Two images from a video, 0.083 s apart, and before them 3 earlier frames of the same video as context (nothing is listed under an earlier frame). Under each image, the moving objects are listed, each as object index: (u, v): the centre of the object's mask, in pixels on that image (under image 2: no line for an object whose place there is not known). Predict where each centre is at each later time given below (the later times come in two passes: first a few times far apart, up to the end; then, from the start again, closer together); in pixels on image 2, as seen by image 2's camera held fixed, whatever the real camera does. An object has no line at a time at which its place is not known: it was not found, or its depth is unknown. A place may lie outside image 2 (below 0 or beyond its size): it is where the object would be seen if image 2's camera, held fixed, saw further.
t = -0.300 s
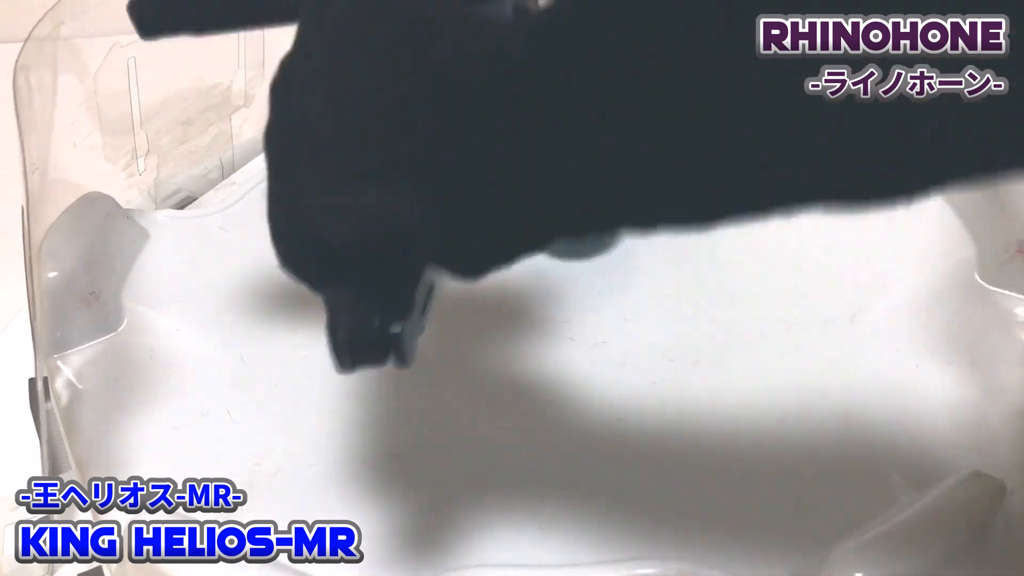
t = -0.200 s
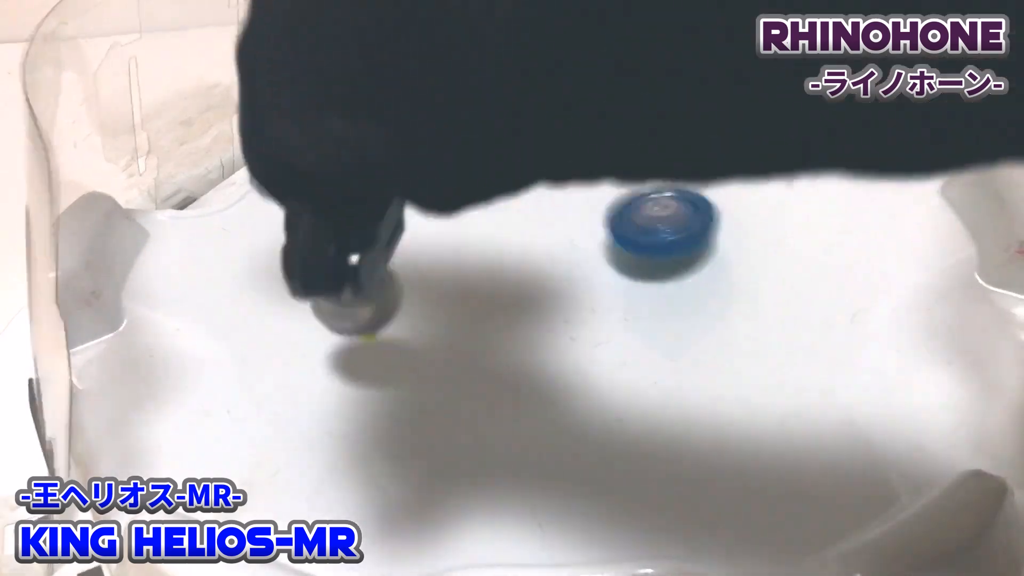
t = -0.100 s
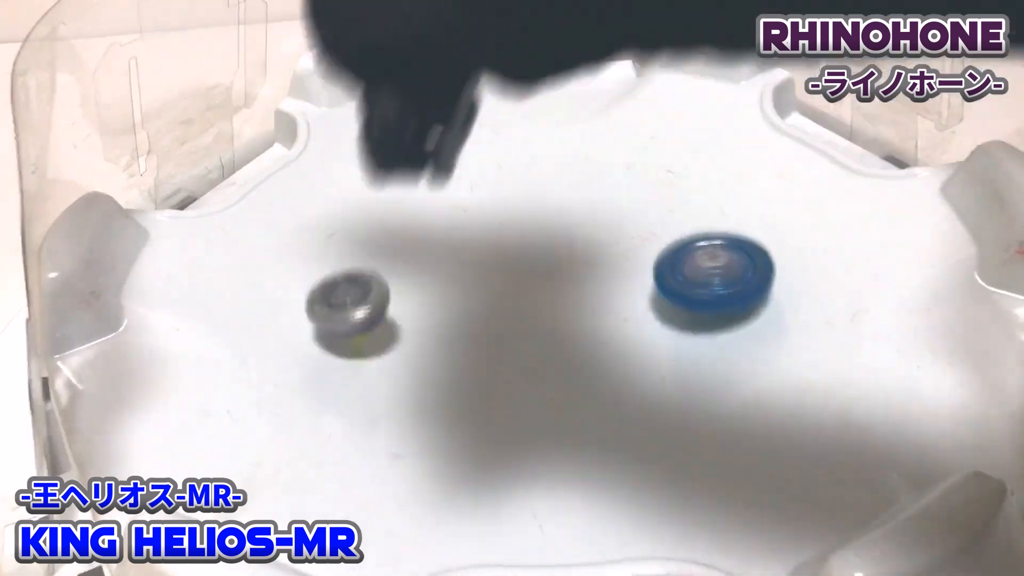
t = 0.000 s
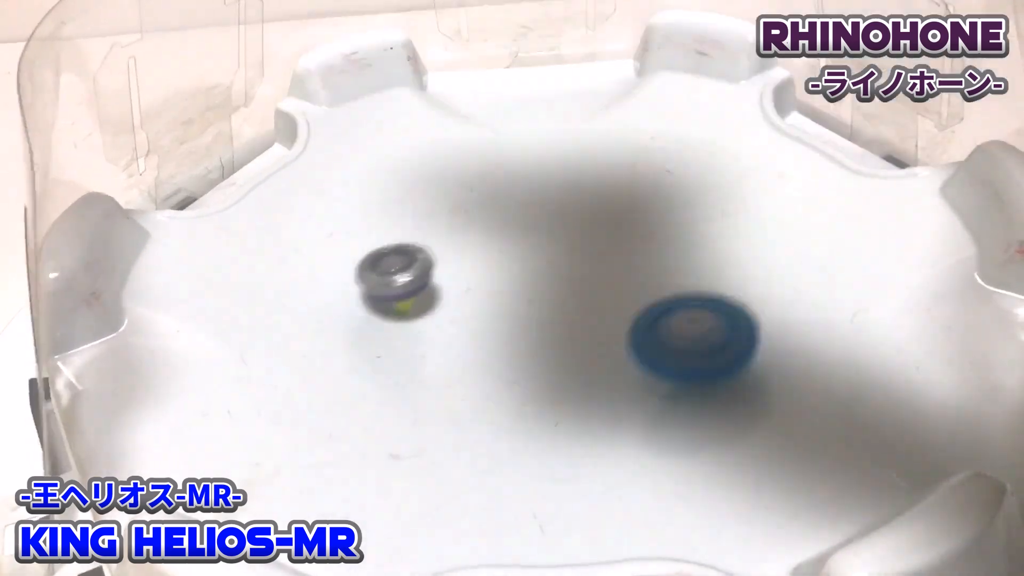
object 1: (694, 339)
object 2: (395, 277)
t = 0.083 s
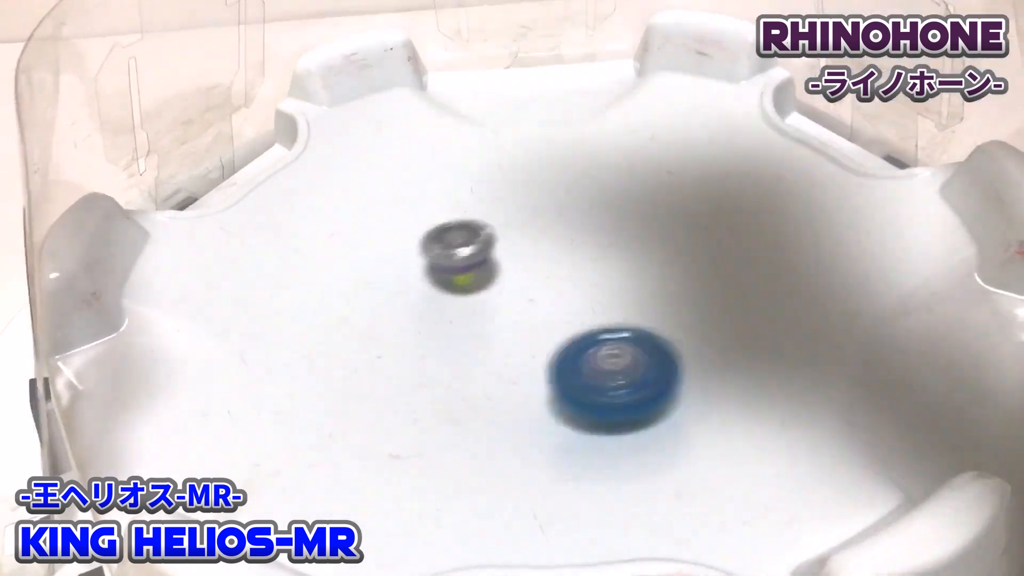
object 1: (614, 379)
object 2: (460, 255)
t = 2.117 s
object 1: (520, 263)
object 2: (618, 242)
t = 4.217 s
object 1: (403, 288)
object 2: (603, 48)
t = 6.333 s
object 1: (654, 268)
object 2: (408, 410)
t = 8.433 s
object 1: (551, 260)
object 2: (529, 404)
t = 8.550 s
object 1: (538, 272)
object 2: (586, 373)
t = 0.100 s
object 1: (595, 380)
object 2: (473, 251)
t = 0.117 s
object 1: (573, 382)
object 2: (486, 248)
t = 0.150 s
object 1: (531, 378)
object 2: (512, 241)
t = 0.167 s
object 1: (512, 374)
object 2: (525, 241)
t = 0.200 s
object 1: (478, 362)
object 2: (550, 229)
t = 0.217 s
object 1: (464, 353)
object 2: (562, 229)
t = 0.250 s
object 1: (446, 335)
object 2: (587, 231)
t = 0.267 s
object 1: (440, 325)
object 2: (598, 231)
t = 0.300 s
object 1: (434, 304)
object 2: (615, 231)
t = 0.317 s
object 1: (434, 293)
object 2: (623, 232)
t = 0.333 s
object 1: (438, 282)
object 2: (632, 237)
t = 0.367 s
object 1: (450, 262)
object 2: (642, 241)
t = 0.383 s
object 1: (458, 251)
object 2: (646, 245)
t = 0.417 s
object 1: (479, 233)
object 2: (649, 250)
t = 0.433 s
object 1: (492, 225)
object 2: (648, 253)
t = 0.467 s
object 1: (518, 213)
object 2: (644, 259)
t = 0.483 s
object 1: (531, 209)
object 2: (639, 261)
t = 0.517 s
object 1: (557, 205)
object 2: (627, 265)
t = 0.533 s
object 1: (569, 204)
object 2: (620, 271)
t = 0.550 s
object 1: (581, 204)
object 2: (612, 267)
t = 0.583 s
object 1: (607, 204)
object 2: (595, 268)
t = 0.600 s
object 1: (620, 209)
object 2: (584, 267)
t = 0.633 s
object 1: (638, 223)
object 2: (561, 268)
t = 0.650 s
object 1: (646, 231)
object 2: (551, 267)
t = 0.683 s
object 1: (660, 245)
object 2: (528, 267)
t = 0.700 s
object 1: (665, 253)
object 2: (516, 267)
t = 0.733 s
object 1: (671, 271)
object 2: (494, 268)
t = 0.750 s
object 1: (670, 280)
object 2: (484, 269)
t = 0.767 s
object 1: (668, 289)
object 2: (475, 271)
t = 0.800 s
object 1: (660, 305)
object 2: (457, 276)
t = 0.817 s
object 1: (654, 313)
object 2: (451, 278)
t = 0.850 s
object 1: (636, 327)
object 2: (440, 285)
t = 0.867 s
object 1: (625, 334)
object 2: (437, 288)
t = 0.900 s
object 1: (598, 343)
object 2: (432, 296)
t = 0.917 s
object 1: (584, 346)
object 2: (433, 300)
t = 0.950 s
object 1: (555, 348)
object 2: (436, 311)
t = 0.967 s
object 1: (541, 348)
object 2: (439, 317)
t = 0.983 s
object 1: (533, 347)
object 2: (435, 320)
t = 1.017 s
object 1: (528, 343)
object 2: (401, 312)
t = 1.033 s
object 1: (526, 341)
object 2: (387, 311)
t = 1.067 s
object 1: (520, 333)
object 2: (365, 306)
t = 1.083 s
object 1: (517, 330)
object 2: (358, 304)
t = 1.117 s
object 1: (512, 323)
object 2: (348, 304)
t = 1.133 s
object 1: (509, 318)
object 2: (345, 304)
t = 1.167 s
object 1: (503, 309)
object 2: (344, 307)
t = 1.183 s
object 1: (501, 303)
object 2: (346, 310)
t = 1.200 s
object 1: (500, 298)
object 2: (349, 313)
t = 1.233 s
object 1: (502, 286)
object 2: (358, 320)
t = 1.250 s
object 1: (504, 281)
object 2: (365, 325)
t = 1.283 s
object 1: (513, 271)
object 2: (382, 334)
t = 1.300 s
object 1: (519, 267)
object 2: (392, 339)
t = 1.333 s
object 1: (532, 260)
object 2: (416, 349)
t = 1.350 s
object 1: (540, 257)
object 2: (431, 354)
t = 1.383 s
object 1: (557, 254)
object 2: (464, 364)
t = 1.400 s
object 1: (565, 254)
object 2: (482, 365)
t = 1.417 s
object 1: (574, 254)
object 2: (501, 366)
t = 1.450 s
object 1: (589, 258)
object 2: (540, 366)
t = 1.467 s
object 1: (596, 262)
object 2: (558, 362)
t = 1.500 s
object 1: (607, 270)
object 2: (591, 353)
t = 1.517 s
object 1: (612, 272)
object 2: (606, 349)
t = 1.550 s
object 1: (613, 276)
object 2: (630, 336)
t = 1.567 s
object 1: (610, 274)
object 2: (639, 322)
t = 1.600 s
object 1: (606, 276)
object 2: (655, 322)
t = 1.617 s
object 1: (605, 279)
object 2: (663, 327)
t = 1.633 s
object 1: (605, 283)
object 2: (671, 337)
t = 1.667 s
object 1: (602, 289)
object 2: (687, 373)
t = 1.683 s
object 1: (599, 292)
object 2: (692, 375)
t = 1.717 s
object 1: (592, 298)
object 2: (694, 377)
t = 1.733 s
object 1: (587, 301)
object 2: (694, 384)
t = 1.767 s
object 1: (578, 308)
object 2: (690, 385)
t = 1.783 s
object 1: (572, 310)
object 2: (687, 385)
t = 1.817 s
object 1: (559, 315)
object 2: (679, 380)
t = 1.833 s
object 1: (551, 316)
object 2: (676, 377)
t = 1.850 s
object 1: (544, 316)
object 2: (672, 372)
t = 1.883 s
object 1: (530, 315)
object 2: (665, 361)
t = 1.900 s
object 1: (524, 313)
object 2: (662, 354)
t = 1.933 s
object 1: (514, 307)
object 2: (655, 340)
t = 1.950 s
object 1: (510, 303)
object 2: (652, 332)
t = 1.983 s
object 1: (506, 295)
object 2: (646, 313)
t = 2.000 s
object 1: (506, 290)
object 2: (642, 303)
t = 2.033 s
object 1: (509, 281)
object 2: (633, 284)
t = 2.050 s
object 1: (511, 277)
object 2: (626, 275)
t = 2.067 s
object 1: (516, 272)
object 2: (619, 267)
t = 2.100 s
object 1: (519, 266)
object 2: (616, 254)
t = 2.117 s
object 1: (520, 263)
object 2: (618, 242)
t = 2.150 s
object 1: (527, 261)
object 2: (617, 228)
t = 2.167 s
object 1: (532, 259)
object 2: (615, 223)
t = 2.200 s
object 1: (539, 261)
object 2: (619, 214)
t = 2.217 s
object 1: (543, 263)
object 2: (621, 203)
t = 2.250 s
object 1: (553, 268)
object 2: (620, 194)
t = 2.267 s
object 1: (557, 270)
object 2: (616, 191)
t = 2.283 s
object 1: (560, 274)
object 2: (612, 187)
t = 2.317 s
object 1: (563, 281)
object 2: (601, 188)
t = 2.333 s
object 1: (564, 284)
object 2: (593, 188)
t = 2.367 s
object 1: (560, 291)
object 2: (575, 190)
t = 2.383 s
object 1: (557, 294)
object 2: (565, 191)
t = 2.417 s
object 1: (550, 298)
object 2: (545, 198)
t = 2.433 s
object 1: (547, 299)
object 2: (535, 202)
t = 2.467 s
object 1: (541, 301)
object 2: (514, 211)
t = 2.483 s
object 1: (539, 301)
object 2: (505, 221)
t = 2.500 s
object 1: (538, 301)
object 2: (495, 227)
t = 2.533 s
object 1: (534, 301)
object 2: (475, 239)
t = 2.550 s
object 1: (532, 301)
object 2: (467, 244)
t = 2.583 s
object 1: (531, 303)
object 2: (448, 256)
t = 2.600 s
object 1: (530, 304)
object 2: (439, 259)
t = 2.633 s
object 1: (526, 305)
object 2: (422, 264)
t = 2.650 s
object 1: (523, 305)
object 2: (417, 268)
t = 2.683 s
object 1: (519, 303)
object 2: (410, 280)
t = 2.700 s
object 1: (517, 302)
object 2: (410, 287)
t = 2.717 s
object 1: (515, 301)
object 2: (410, 295)
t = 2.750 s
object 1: (512, 298)
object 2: (418, 312)
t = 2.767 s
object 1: (512, 297)
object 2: (424, 320)
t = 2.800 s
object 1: (515, 293)
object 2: (441, 335)
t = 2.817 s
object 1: (517, 291)
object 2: (452, 341)
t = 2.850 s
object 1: (519, 287)
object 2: (478, 351)
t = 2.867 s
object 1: (519, 286)
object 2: (494, 355)
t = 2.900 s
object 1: (519, 285)
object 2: (525, 359)
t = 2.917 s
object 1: (520, 286)
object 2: (541, 360)
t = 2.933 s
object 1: (521, 288)
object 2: (557, 359)
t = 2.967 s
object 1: (523, 292)
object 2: (586, 351)
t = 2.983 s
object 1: (524, 294)
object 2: (599, 347)
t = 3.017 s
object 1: (527, 296)
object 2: (621, 343)
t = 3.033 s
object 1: (528, 296)
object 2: (630, 339)
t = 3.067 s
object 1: (530, 297)
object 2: (642, 329)
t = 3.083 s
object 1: (531, 299)
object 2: (647, 323)
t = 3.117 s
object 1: (530, 300)
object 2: (653, 311)
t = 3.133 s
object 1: (529, 301)
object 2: (655, 305)
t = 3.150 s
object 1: (527, 302)
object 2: (657, 298)
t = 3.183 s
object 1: (524, 302)
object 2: (659, 276)
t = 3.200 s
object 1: (522, 302)
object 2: (657, 268)
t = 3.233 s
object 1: (520, 302)
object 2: (650, 256)
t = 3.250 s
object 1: (519, 302)
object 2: (646, 254)
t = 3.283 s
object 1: (517, 302)
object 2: (635, 246)
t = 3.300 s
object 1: (516, 302)
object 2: (627, 242)
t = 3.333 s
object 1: (515, 301)
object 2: (612, 241)
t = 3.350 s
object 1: (516, 301)
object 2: (604, 240)
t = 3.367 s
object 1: (516, 301)
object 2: (595, 240)
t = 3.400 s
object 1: (513, 301)
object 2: (581, 241)
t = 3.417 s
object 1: (507, 303)
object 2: (586, 234)
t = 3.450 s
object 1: (498, 306)
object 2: (595, 224)
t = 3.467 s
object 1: (495, 307)
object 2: (597, 222)
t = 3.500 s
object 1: (493, 306)
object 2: (600, 218)
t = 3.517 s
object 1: (493, 305)
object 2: (600, 216)
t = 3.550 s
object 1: (494, 303)
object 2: (598, 216)
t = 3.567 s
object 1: (495, 301)
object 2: (596, 214)
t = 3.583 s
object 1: (497, 300)
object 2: (594, 213)
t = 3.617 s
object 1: (500, 297)
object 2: (587, 214)
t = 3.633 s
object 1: (501, 295)
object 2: (583, 214)
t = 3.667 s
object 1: (505, 294)
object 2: (573, 214)
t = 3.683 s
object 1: (508, 294)
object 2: (567, 215)
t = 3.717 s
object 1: (514, 294)
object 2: (555, 216)
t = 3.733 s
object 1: (516, 294)
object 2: (549, 219)
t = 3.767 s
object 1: (512, 306)
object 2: (549, 192)
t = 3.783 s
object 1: (506, 319)
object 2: (556, 161)
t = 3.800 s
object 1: (501, 333)
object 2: (563, 136)
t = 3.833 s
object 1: (491, 354)
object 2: (575, 91)
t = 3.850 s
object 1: (484, 360)
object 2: (581, 72)
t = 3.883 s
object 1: (471, 370)
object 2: (591, 40)
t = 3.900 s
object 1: (464, 373)
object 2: (595, 40)
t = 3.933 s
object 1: (447, 374)
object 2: (603, 42)
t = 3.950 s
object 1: (438, 373)
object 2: (607, 42)
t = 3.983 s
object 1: (421, 367)
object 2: (616, 43)
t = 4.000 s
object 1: (413, 364)
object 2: (615, 45)
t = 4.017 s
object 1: (406, 359)
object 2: (615, 48)
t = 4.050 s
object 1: (393, 348)
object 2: (615, 50)
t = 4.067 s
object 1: (389, 341)
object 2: (616, 51)
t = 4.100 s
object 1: (383, 329)
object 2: (616, 50)
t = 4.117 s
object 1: (383, 322)
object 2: (615, 50)
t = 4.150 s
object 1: (385, 310)
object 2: (611, 50)
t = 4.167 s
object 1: (387, 304)
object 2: (608, 50)
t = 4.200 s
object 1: (397, 293)
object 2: (604, 49)
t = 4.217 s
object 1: (403, 288)
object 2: (603, 48)
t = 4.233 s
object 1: (411, 283)
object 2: (603, 48)
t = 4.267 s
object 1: (428, 276)
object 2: (605, 48)
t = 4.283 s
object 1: (438, 273)
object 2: (607, 48)
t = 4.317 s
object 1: (459, 271)
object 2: (612, 50)
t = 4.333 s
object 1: (470, 270)
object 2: (616, 52)
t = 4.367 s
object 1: (492, 271)
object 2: (620, 52)
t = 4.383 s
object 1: (502, 273)
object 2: (620, 52)
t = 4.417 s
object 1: (522, 278)
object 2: (621, 52)
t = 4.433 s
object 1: (531, 282)
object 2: (620, 51)
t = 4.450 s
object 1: (540, 285)
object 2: (619, 51)
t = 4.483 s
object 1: (554, 294)
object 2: (616, 49)
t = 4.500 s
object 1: (560, 300)
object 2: (614, 48)
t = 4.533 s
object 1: (569, 310)
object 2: (612, 47)
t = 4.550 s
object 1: (572, 316)
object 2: (613, 47)
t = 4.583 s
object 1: (575, 327)
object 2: (613, 48)
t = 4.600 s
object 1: (575, 332)
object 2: (613, 49)
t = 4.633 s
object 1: (572, 343)
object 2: (615, 51)
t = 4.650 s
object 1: (569, 348)
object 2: (615, 52)
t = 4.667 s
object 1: (564, 352)
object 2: (615, 53)
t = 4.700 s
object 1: (553, 359)
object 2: (613, 54)
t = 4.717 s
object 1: (547, 362)
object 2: (611, 54)
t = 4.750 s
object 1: (532, 365)
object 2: (608, 55)
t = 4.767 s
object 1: (525, 366)
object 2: (607, 56)
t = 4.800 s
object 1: (510, 365)
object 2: (606, 58)
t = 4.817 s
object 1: (504, 364)
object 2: (606, 60)
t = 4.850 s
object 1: (493, 361)
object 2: (604, 64)
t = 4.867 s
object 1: (489, 358)
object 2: (603, 66)
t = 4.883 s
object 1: (485, 355)
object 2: (602, 69)
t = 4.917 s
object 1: (480, 349)
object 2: (598, 73)
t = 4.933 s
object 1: (479, 346)
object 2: (595, 76)
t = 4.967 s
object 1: (479, 339)
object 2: (587, 80)
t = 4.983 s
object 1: (480, 335)
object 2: (583, 83)
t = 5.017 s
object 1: (484, 329)
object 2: (575, 88)
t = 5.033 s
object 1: (487, 326)
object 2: (571, 90)
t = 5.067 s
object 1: (495, 321)
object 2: (564, 97)
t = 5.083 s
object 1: (499, 318)
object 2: (560, 102)
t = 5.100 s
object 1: (504, 316)
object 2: (556, 109)
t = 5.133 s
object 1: (515, 312)
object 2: (549, 123)
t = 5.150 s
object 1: (522, 311)
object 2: (545, 131)
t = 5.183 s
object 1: (535, 308)
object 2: (537, 148)
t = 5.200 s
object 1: (542, 307)
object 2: (532, 158)
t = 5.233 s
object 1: (555, 306)
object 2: (520, 178)
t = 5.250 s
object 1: (561, 307)
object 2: (514, 189)
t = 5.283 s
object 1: (572, 308)
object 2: (502, 212)
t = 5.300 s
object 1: (578, 309)
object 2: (495, 222)
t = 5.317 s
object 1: (583, 311)
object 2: (489, 234)
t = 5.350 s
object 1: (591, 315)
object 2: (477, 255)
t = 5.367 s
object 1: (594, 318)
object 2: (471, 266)
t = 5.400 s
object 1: (600, 323)
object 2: (460, 286)
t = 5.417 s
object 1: (601, 326)
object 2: (455, 294)
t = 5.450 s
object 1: (602, 331)
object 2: (449, 310)
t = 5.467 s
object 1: (602, 333)
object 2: (447, 318)
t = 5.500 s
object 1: (599, 337)
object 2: (446, 329)
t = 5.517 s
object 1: (597, 339)
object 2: (447, 335)
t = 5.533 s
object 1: (594, 340)
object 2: (449, 340)
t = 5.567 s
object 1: (588, 343)
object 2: (455, 348)
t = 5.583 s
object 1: (585, 343)
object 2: (460, 353)
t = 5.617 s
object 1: (578, 344)
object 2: (471, 358)
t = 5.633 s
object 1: (576, 344)
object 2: (477, 360)
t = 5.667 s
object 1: (577, 339)
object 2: (474, 369)
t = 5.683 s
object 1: (582, 335)
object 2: (463, 376)
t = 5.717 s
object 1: (590, 327)
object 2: (444, 385)
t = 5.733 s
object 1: (593, 324)
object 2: (437, 388)
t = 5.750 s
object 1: (596, 322)
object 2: (431, 392)
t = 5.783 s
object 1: (600, 318)
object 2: (424, 395)
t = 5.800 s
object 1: (602, 317)
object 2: (423, 396)
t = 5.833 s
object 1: (606, 314)
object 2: (425, 397)
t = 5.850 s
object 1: (608, 314)
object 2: (428, 398)
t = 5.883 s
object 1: (612, 313)
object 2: (436, 398)
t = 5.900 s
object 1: (614, 313)
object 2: (442, 396)
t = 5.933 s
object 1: (617, 313)
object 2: (455, 394)
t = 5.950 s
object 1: (618, 314)
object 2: (462, 393)
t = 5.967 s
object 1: (620, 314)
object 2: (470, 391)
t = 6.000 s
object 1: (622, 314)
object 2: (486, 387)
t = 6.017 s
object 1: (623, 314)
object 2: (494, 385)
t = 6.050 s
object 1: (624, 314)
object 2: (511, 382)
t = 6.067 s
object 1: (625, 314)
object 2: (520, 379)
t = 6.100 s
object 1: (625, 315)
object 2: (535, 371)
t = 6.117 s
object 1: (626, 314)
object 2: (540, 369)
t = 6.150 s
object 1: (627, 313)
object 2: (550, 361)
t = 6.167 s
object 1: (628, 312)
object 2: (554, 356)
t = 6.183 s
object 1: (629, 310)
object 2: (553, 357)
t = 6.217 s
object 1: (637, 296)
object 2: (513, 374)
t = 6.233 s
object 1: (641, 289)
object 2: (494, 382)
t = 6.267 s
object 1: (646, 279)
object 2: (459, 395)
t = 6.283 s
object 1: (648, 274)
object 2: (444, 399)
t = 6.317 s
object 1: (652, 269)
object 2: (419, 407)
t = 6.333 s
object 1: (654, 268)
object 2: (408, 410)
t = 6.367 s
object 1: (659, 267)
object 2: (392, 414)
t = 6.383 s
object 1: (662, 267)
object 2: (386, 416)
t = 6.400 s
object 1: (664, 267)
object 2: (380, 417)
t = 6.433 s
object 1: (669, 269)
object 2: (373, 418)
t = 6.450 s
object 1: (670, 271)
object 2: (371, 418)
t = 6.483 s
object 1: (672, 273)
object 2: (369, 416)
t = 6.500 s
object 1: (672, 275)
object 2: (369, 414)
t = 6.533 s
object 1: (671, 277)
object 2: (372, 411)
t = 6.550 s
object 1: (670, 279)
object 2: (374, 408)
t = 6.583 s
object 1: (667, 281)
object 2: (380, 403)
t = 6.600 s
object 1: (665, 282)
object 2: (384, 399)
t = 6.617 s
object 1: (663, 283)
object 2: (389, 395)
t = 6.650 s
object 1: (657, 284)
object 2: (398, 387)
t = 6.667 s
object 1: (655, 284)
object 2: (404, 383)
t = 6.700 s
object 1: (648, 284)
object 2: (415, 374)
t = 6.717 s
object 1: (645, 284)
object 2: (420, 370)
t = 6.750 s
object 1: (637, 284)
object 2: (432, 360)
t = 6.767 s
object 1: (633, 283)
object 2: (438, 356)
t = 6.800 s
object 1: (625, 283)
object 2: (449, 345)
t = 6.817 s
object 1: (621, 282)
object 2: (454, 340)
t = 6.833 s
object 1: (618, 282)
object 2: (458, 335)
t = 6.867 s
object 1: (610, 280)
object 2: (466, 324)
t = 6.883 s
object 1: (607, 279)
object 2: (470, 318)
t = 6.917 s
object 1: (600, 277)
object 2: (475, 308)
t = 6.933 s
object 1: (598, 275)
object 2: (478, 302)
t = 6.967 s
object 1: (593, 272)
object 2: (483, 293)
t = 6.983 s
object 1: (591, 270)
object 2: (486, 288)
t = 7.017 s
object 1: (588, 266)
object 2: (491, 281)
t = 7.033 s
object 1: (587, 265)
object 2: (494, 278)
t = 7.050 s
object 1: (587, 263)
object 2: (493, 274)
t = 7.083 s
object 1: (593, 257)
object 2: (480, 270)
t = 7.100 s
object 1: (594, 254)
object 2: (474, 268)
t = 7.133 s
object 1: (596, 249)
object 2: (464, 263)
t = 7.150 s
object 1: (597, 248)
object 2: (460, 260)
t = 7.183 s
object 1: (596, 246)
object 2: (455, 256)
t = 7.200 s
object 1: (596, 245)
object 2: (453, 254)
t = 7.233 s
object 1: (596, 245)
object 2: (450, 251)
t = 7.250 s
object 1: (595, 245)
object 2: (450, 251)
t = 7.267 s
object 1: (595, 245)
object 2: (450, 250)
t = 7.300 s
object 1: (593, 245)
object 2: (451, 249)
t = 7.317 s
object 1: (593, 246)
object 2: (452, 248)
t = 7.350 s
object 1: (590, 246)
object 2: (455, 249)
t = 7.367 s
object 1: (589, 247)
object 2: (457, 249)
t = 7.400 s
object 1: (586, 248)
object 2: (462, 251)
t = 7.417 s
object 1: (585, 248)
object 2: (465, 252)
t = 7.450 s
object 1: (580, 249)
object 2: (471, 254)
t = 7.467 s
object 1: (578, 250)
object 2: (474, 256)
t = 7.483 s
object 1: (576, 250)
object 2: (478, 256)
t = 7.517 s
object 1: (575, 250)
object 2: (478, 260)
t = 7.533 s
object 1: (584, 247)
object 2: (452, 261)
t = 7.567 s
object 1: (599, 243)
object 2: (402, 269)
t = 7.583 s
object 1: (604, 243)
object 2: (379, 269)
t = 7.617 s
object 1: (609, 243)
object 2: (339, 274)
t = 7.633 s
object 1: (610, 244)
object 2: (320, 275)
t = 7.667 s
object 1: (608, 249)
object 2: (290, 279)
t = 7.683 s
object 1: (607, 251)
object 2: (279, 280)
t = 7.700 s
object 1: (604, 253)
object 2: (270, 281)
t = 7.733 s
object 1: (599, 258)
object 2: (259, 284)
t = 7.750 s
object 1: (596, 261)
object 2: (257, 285)
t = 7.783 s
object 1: (588, 265)
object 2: (259, 288)
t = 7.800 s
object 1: (584, 267)
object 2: (264, 289)
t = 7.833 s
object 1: (576, 271)
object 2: (277, 291)
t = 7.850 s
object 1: (572, 272)
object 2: (286, 295)
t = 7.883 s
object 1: (564, 274)
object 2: (309, 297)
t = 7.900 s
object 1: (560, 275)
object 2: (322, 295)
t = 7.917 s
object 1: (556, 275)
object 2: (336, 300)
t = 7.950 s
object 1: (549, 275)
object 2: (365, 302)
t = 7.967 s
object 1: (546, 275)
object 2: (381, 303)
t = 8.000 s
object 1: (539, 274)
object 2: (415, 305)
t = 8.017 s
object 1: (536, 273)
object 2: (433, 305)
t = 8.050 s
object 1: (534, 269)
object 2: (467, 308)
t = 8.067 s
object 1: (535, 262)
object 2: (466, 311)
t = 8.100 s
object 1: (542, 249)
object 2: (456, 337)
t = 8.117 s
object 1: (545, 244)
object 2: (452, 356)
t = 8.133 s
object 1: (549, 240)
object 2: (448, 365)
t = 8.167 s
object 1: (551, 236)
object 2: (443, 385)
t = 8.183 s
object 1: (552, 235)
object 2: (442, 391)
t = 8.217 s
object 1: (553, 236)
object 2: (442, 408)
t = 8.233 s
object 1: (554, 237)
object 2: (444, 413)
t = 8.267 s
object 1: (555, 239)
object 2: (452, 420)
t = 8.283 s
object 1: (556, 241)
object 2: (458, 420)
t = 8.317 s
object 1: (556, 245)
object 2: (471, 422)
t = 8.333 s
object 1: (556, 247)
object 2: (478, 418)
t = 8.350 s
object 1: (556, 249)
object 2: (486, 419)
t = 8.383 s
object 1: (554, 253)
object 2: (503, 413)
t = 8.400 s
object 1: (554, 255)
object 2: (512, 411)
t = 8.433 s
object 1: (551, 260)
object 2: (529, 404)
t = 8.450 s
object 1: (549, 262)
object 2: (537, 403)
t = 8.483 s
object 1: (546, 265)
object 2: (555, 391)
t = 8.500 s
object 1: (544, 267)
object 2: (564, 387)
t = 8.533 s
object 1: (541, 270)
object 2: (579, 378)
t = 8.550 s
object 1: (538, 272)
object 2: (586, 373)
